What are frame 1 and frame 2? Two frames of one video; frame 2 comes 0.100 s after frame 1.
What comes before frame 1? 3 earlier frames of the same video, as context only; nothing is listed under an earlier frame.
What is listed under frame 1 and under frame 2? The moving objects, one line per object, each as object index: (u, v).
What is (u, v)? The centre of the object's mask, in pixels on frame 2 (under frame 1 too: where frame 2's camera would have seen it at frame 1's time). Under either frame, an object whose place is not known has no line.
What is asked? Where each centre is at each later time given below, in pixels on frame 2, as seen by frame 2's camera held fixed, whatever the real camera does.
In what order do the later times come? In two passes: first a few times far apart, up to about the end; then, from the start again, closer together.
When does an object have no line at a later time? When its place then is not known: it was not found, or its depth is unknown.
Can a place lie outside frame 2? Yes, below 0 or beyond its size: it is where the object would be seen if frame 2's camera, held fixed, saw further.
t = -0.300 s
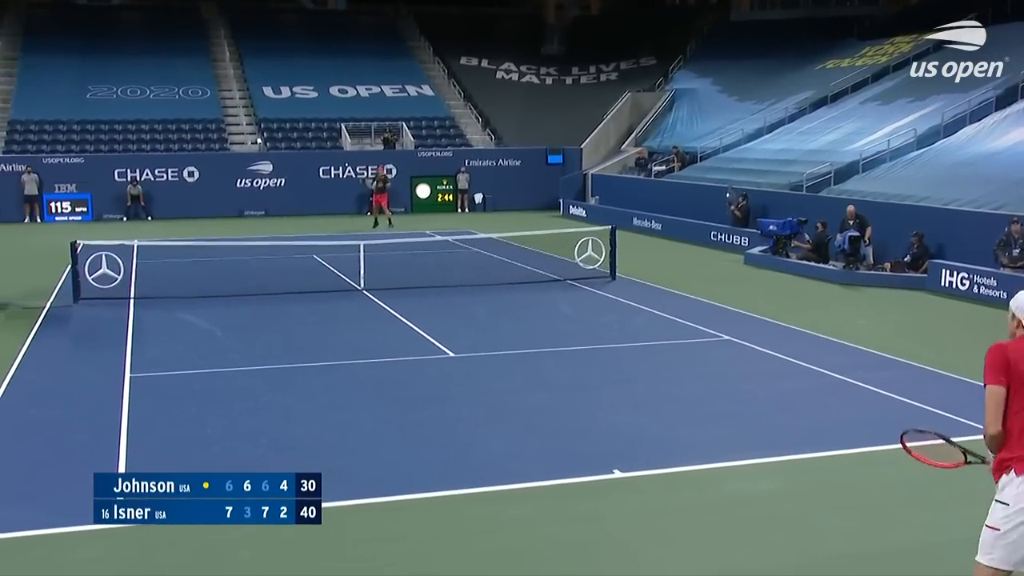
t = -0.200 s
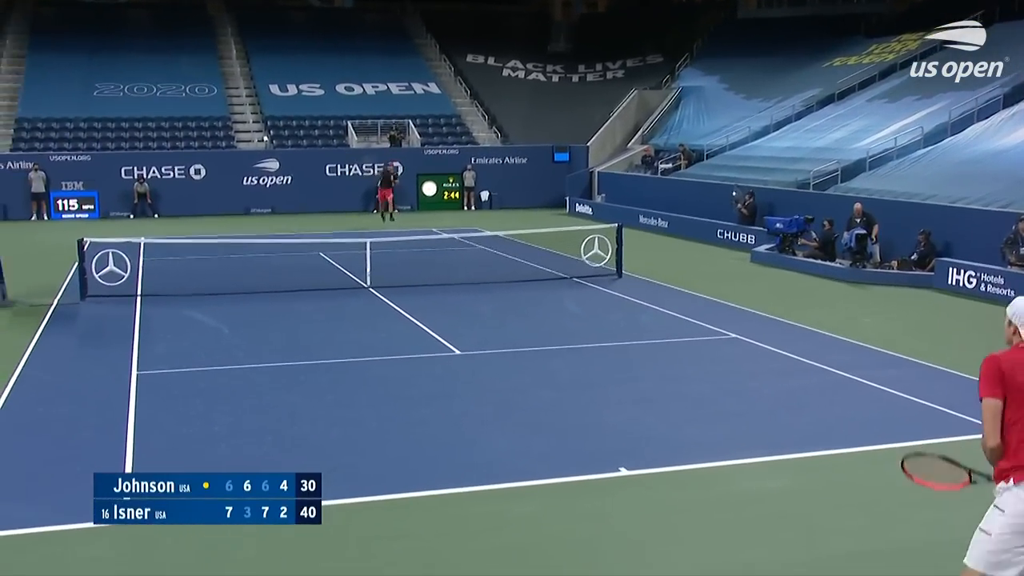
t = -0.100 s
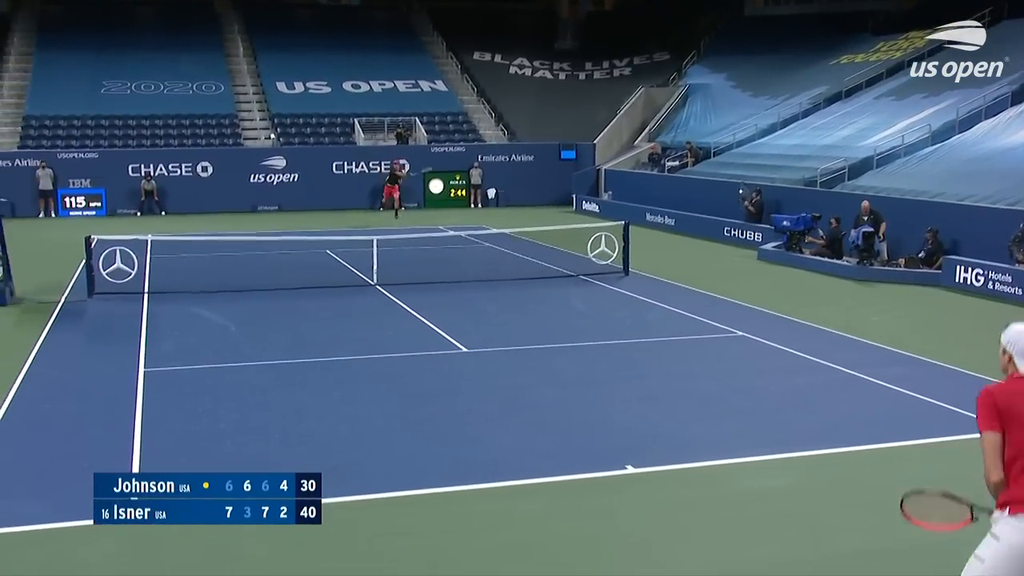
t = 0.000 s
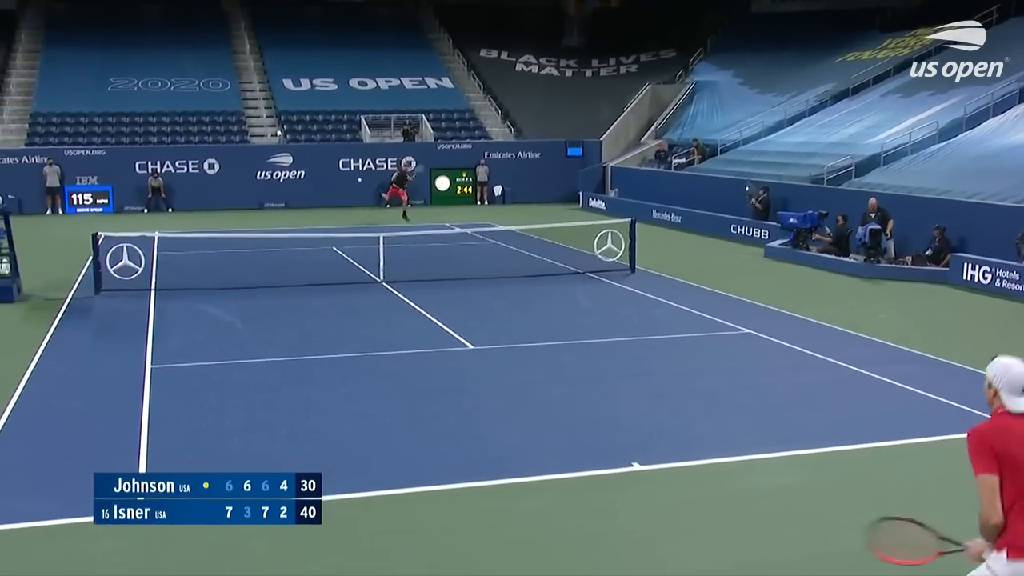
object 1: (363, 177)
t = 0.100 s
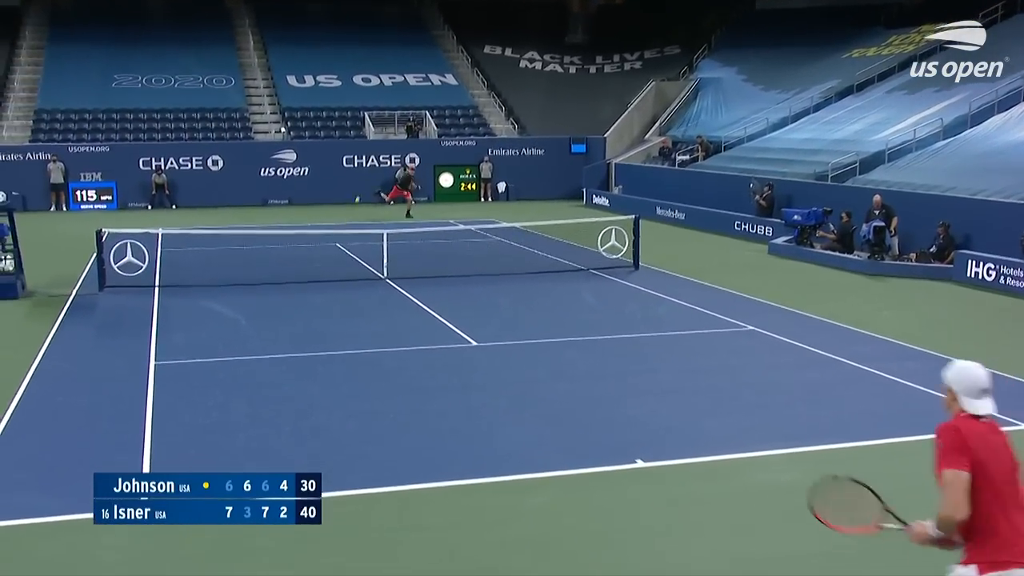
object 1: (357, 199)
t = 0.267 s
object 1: (339, 269)
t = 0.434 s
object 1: (314, 325)
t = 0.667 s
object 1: (268, 323)
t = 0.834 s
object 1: (212, 384)
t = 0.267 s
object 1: (339, 269)
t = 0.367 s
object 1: (323, 335)
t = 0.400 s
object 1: (318, 330)
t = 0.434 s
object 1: (314, 325)
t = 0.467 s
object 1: (309, 321)
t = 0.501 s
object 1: (303, 318)
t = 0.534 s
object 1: (297, 316)
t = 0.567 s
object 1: (291, 315)
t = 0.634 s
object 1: (276, 319)
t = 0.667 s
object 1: (268, 323)
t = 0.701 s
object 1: (259, 330)
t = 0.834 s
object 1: (212, 384)
